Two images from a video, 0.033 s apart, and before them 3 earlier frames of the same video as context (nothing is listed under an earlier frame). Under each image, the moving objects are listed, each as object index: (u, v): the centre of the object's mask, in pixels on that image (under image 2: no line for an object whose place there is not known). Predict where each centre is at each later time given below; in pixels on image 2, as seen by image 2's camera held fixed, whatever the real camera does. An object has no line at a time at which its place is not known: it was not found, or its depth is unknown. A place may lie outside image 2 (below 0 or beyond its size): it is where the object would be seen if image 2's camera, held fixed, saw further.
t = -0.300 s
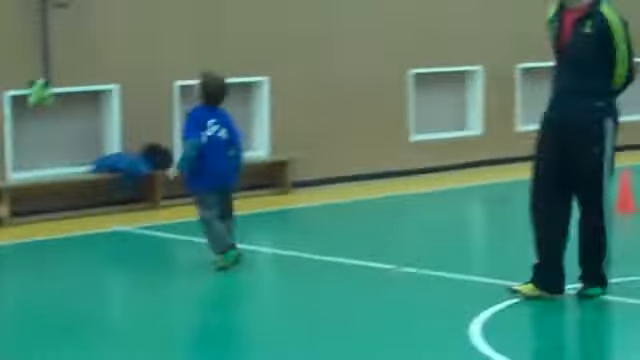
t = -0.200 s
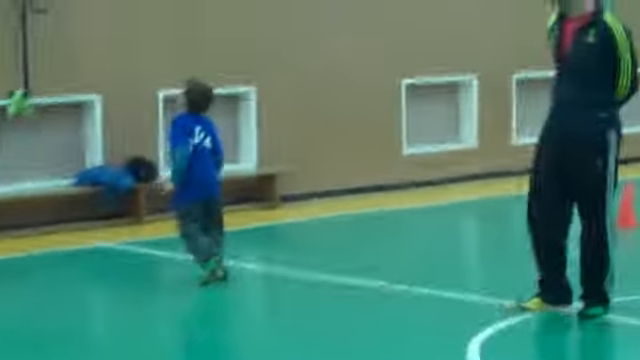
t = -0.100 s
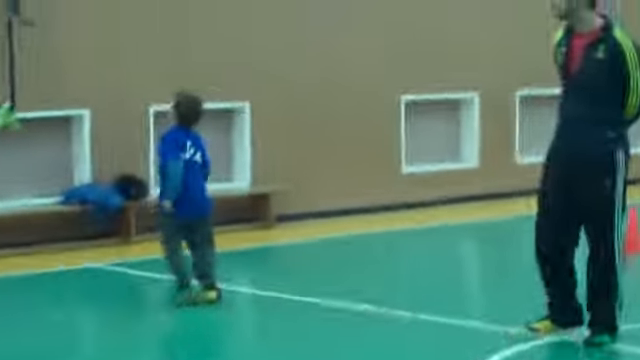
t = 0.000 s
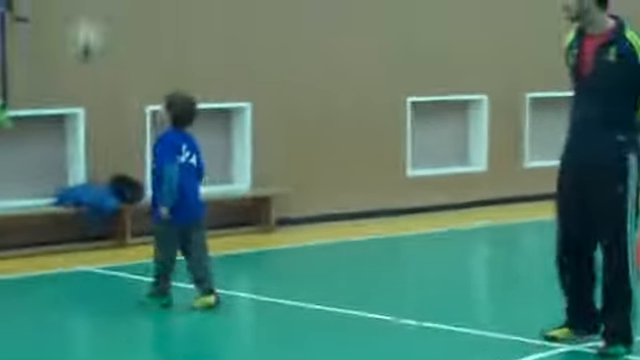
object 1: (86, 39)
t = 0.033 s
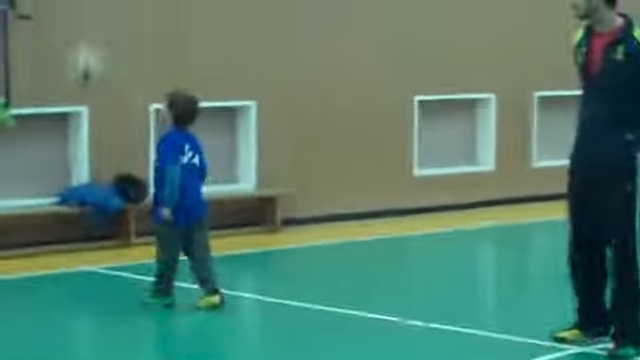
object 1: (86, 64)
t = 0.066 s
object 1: (87, 89)
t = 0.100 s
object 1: (95, 129)
